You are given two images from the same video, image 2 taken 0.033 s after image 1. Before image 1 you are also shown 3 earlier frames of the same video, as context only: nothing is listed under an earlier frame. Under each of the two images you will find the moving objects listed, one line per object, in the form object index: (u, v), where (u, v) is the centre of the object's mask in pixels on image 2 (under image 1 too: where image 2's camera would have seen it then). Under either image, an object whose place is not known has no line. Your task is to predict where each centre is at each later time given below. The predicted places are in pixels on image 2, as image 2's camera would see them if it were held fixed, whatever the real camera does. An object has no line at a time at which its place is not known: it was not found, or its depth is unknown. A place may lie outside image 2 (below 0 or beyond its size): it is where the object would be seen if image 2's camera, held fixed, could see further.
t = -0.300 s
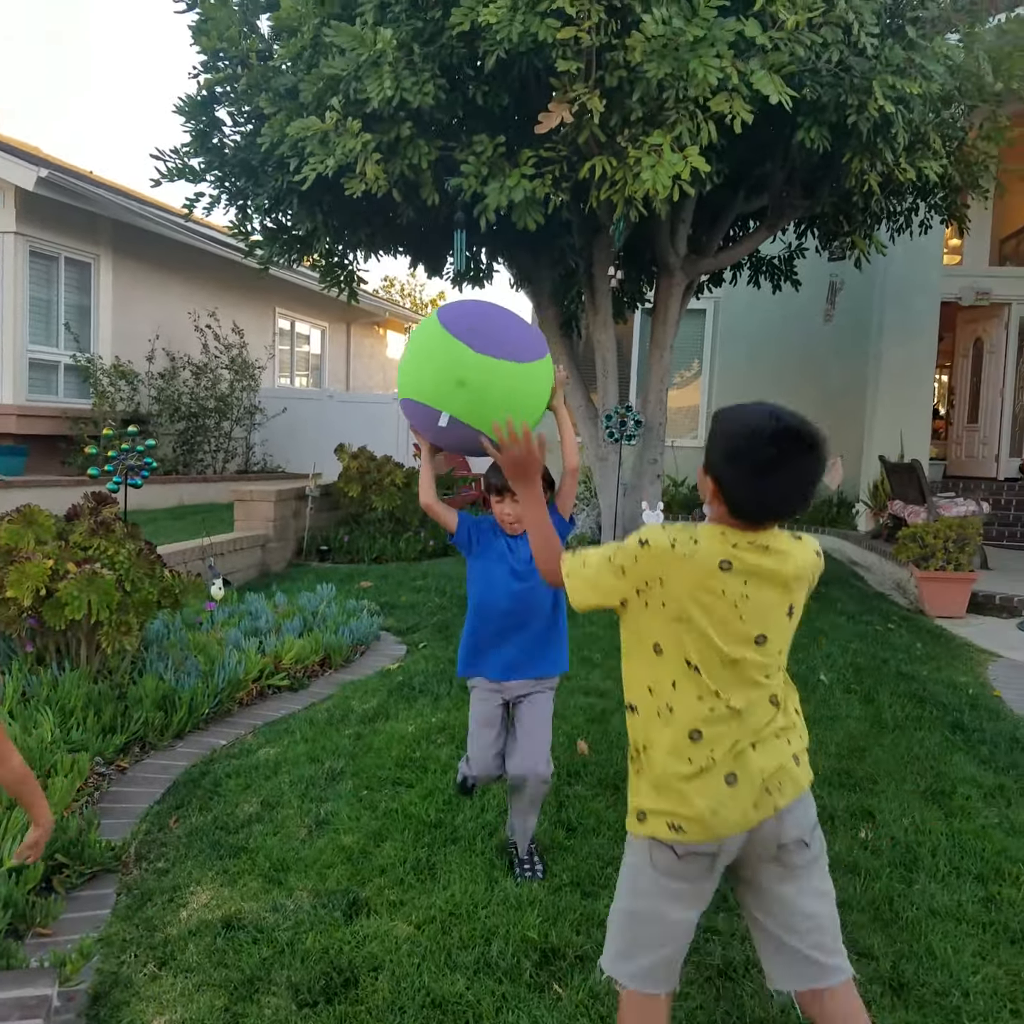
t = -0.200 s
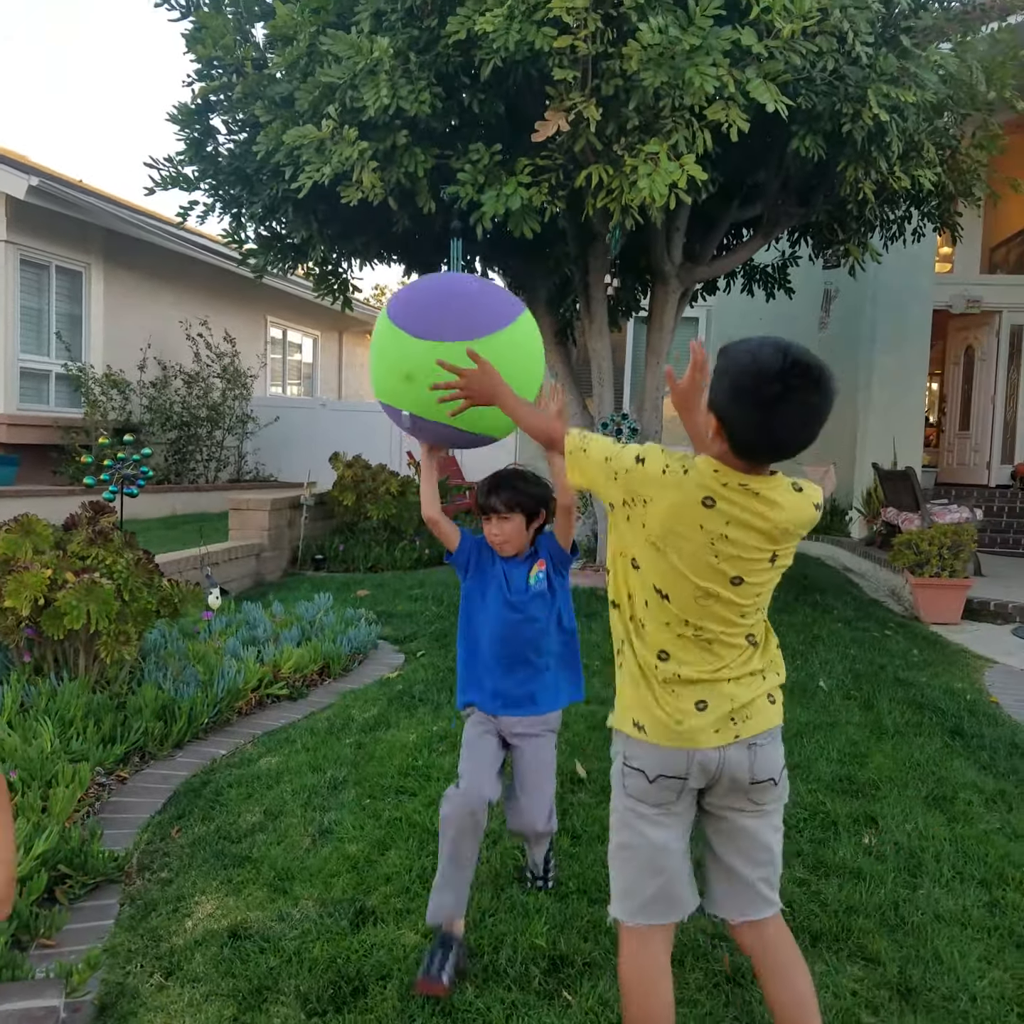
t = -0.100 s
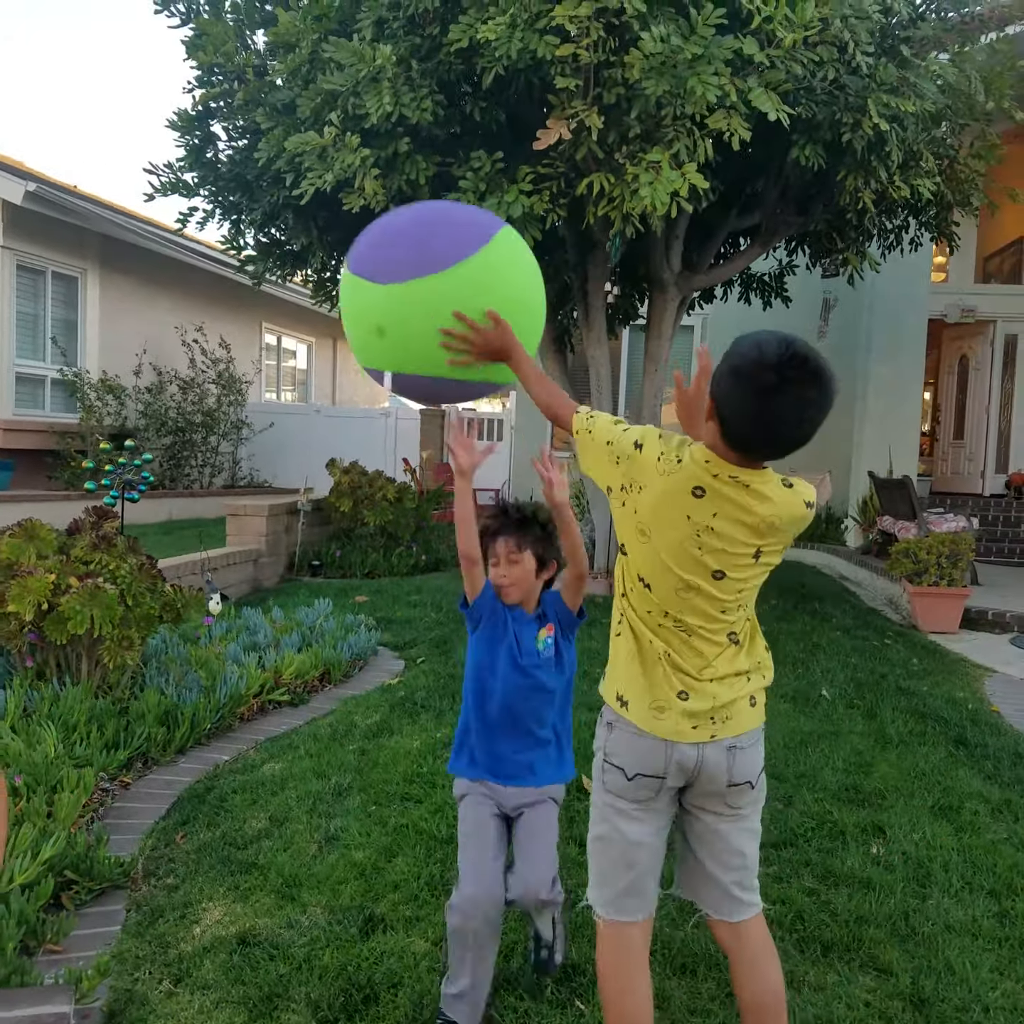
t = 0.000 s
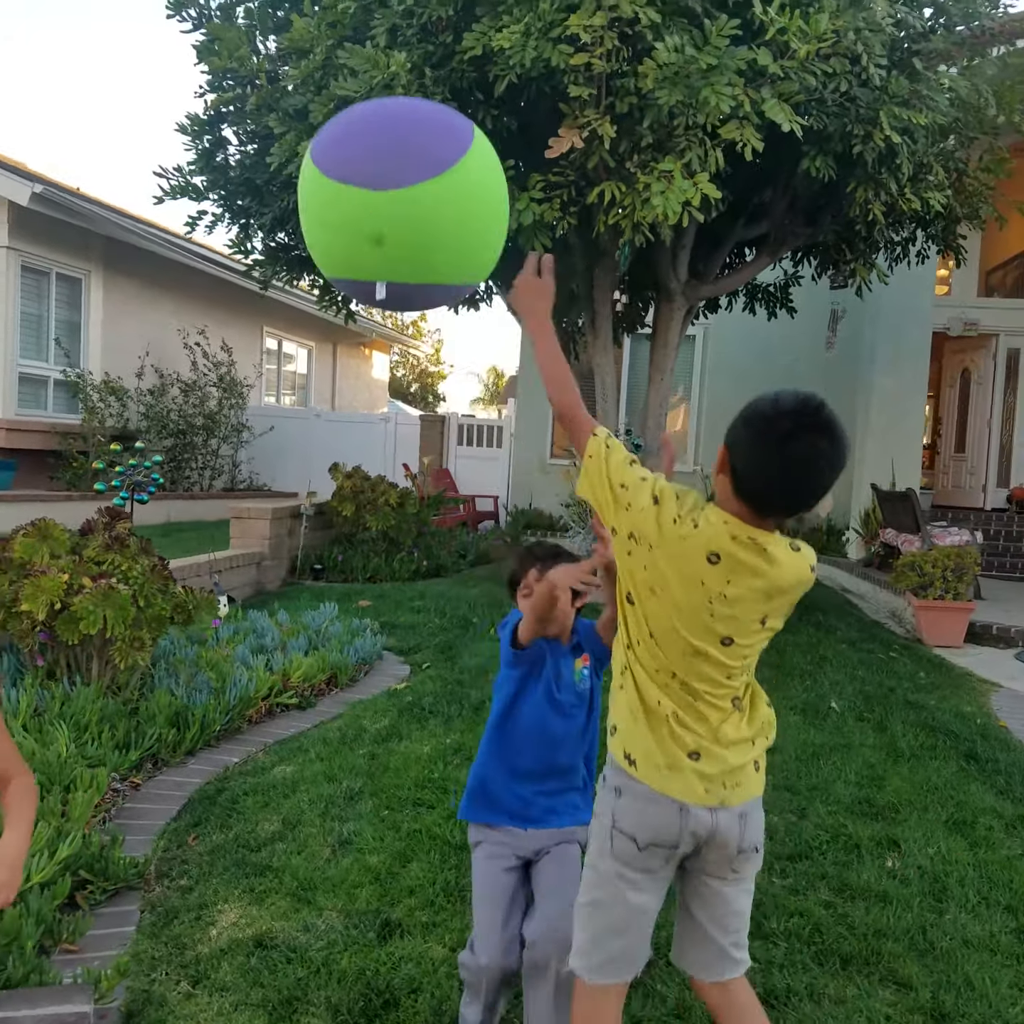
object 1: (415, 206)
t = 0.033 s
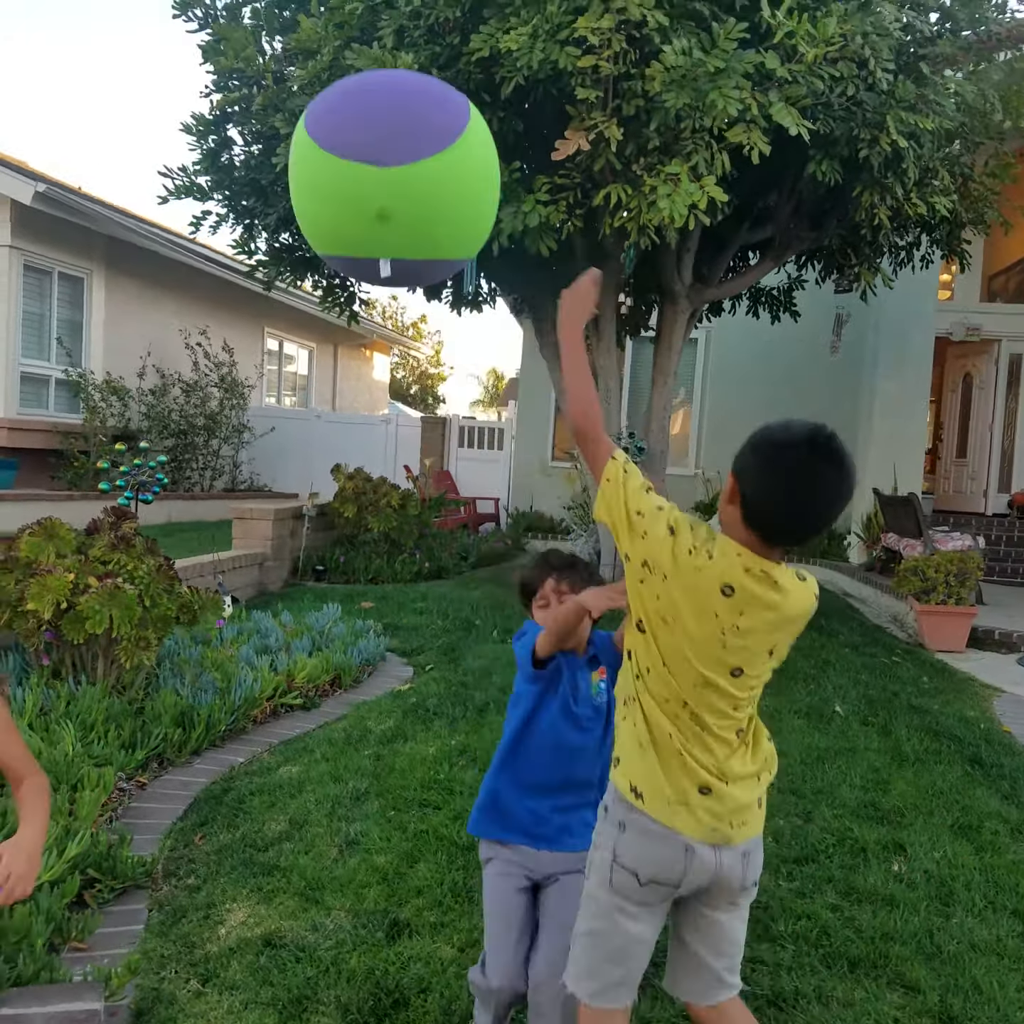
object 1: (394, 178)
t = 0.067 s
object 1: (373, 154)
